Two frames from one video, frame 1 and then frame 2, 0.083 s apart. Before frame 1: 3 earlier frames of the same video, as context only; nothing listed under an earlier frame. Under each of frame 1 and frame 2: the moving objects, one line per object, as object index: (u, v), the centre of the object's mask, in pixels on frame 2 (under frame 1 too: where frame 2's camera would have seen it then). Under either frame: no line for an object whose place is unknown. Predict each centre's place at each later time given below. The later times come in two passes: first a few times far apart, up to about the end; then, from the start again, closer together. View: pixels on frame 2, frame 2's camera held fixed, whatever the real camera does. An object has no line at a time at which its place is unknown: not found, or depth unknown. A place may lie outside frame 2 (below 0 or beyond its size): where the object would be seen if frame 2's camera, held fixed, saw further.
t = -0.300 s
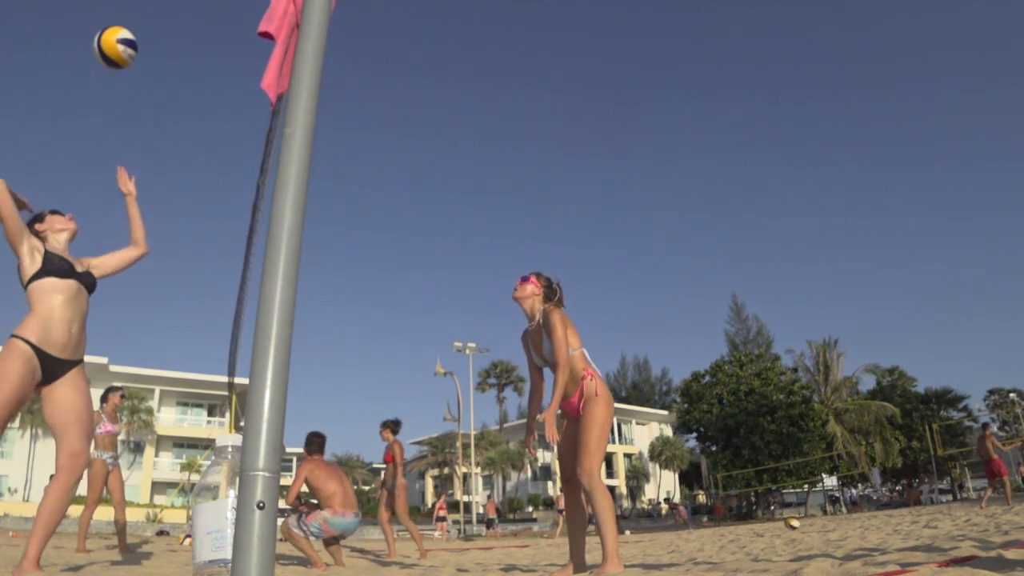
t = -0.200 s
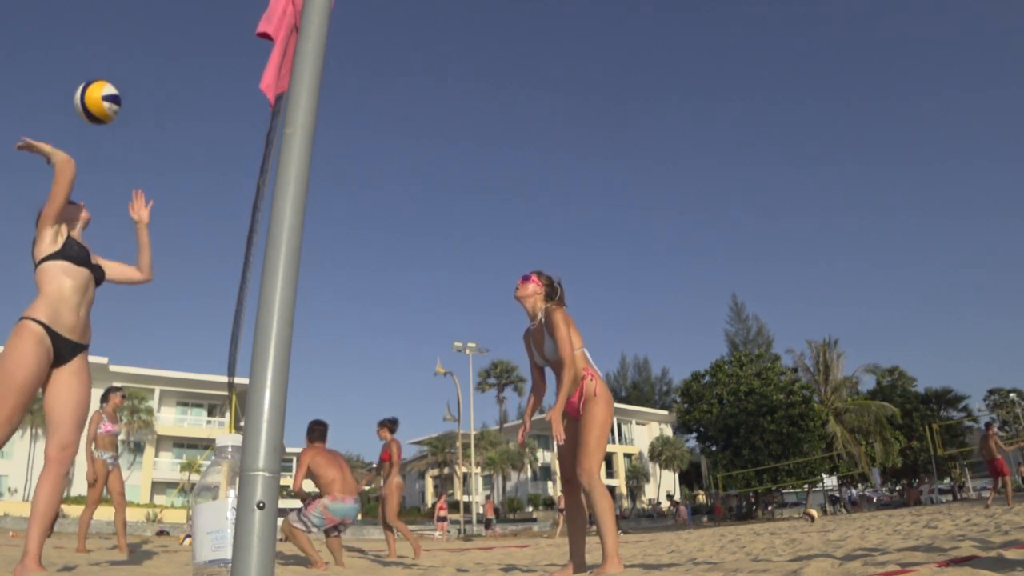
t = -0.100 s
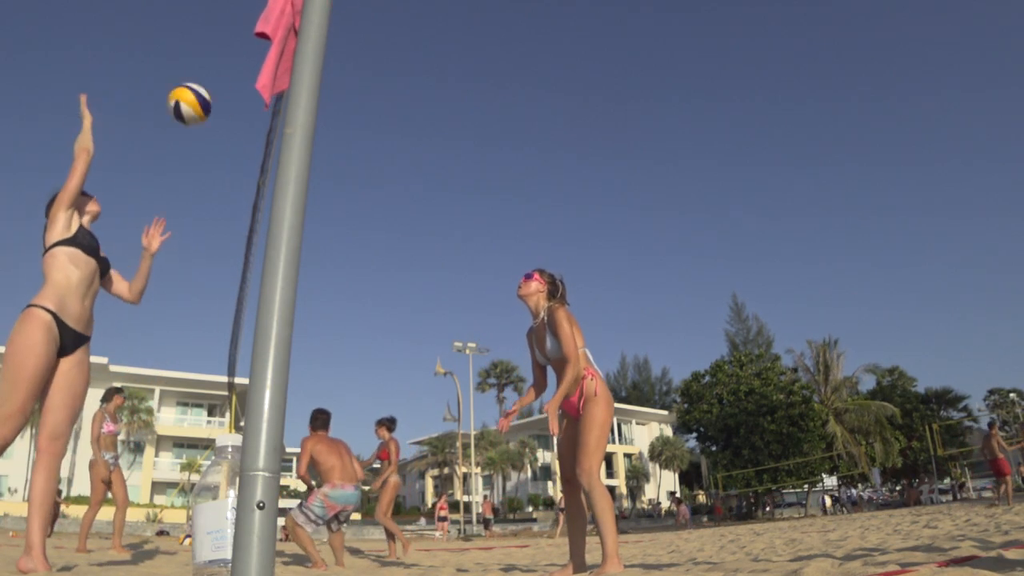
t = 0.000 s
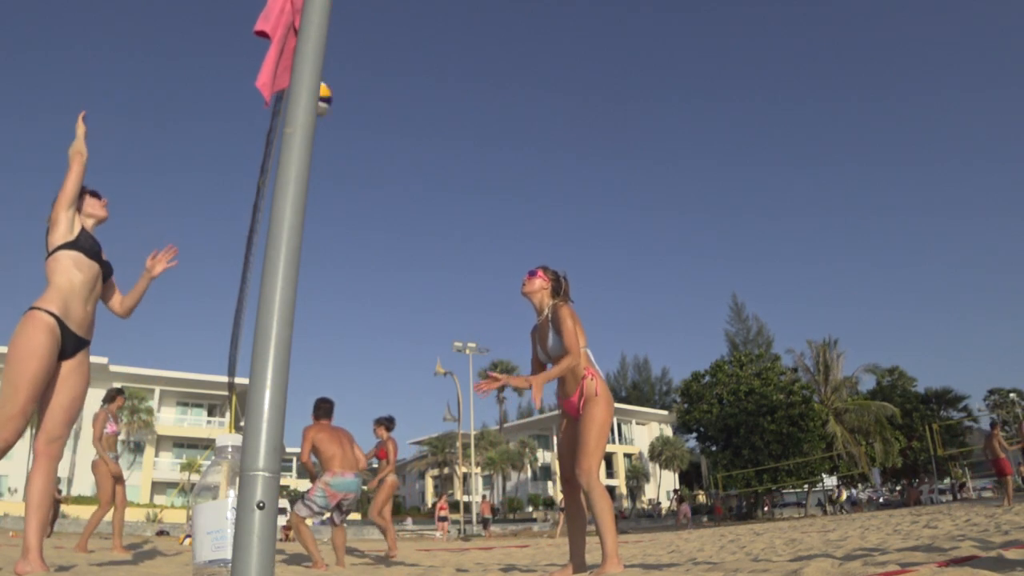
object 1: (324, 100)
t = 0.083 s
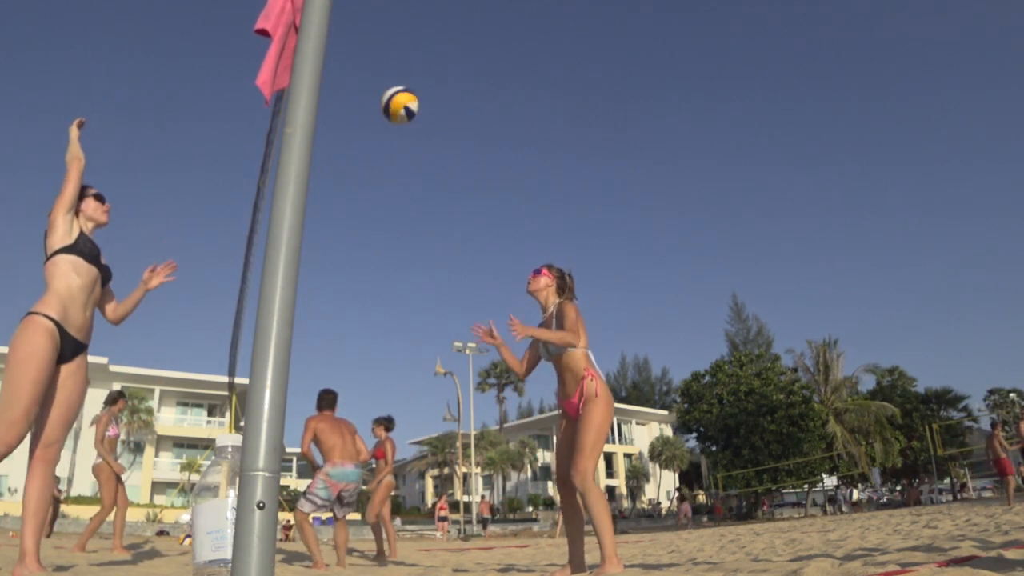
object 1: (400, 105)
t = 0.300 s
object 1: (587, 166)
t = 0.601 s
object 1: (786, 325)
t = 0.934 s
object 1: (941, 491)
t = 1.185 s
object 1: (977, 429)
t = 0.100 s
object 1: (416, 108)
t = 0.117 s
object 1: (432, 110)
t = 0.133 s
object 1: (449, 114)
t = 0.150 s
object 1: (463, 118)
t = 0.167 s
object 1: (478, 122)
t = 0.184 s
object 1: (493, 126)
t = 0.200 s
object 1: (507, 131)
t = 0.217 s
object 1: (521, 136)
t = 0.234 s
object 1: (535, 142)
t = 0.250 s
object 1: (549, 147)
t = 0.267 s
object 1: (562, 153)
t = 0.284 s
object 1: (574, 159)
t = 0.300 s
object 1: (587, 166)
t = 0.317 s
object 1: (599, 172)
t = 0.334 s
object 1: (612, 179)
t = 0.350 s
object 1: (624, 187)
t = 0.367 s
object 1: (636, 195)
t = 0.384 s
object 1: (648, 202)
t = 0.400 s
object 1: (660, 210)
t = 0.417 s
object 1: (672, 219)
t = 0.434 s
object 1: (682, 228)
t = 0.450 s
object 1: (693, 236)
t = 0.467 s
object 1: (704, 245)
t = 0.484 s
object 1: (715, 254)
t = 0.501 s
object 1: (726, 264)
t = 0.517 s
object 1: (736, 273)
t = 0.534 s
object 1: (746, 283)
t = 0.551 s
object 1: (756, 293)
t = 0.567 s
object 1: (766, 304)
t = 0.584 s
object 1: (776, 314)
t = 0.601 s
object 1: (786, 325)
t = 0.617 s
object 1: (796, 336)
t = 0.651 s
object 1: (815, 359)
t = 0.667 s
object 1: (825, 370)
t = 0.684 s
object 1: (834, 384)
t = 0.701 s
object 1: (843, 394)
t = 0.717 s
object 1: (853, 407)
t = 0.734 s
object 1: (860, 419)
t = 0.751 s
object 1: (870, 431)
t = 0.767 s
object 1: (880, 445)
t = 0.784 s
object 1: (888, 458)
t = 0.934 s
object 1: (941, 491)
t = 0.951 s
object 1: (943, 483)
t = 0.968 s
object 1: (946, 477)
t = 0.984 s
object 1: (947, 470)
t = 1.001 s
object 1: (951, 466)
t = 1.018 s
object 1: (952, 460)
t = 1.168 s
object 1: (975, 430)
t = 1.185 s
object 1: (977, 429)
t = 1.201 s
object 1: (981, 427)
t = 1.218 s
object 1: (983, 426)
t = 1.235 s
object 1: (986, 425)
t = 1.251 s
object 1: (988, 425)
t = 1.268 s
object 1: (990, 425)
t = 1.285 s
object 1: (993, 424)
